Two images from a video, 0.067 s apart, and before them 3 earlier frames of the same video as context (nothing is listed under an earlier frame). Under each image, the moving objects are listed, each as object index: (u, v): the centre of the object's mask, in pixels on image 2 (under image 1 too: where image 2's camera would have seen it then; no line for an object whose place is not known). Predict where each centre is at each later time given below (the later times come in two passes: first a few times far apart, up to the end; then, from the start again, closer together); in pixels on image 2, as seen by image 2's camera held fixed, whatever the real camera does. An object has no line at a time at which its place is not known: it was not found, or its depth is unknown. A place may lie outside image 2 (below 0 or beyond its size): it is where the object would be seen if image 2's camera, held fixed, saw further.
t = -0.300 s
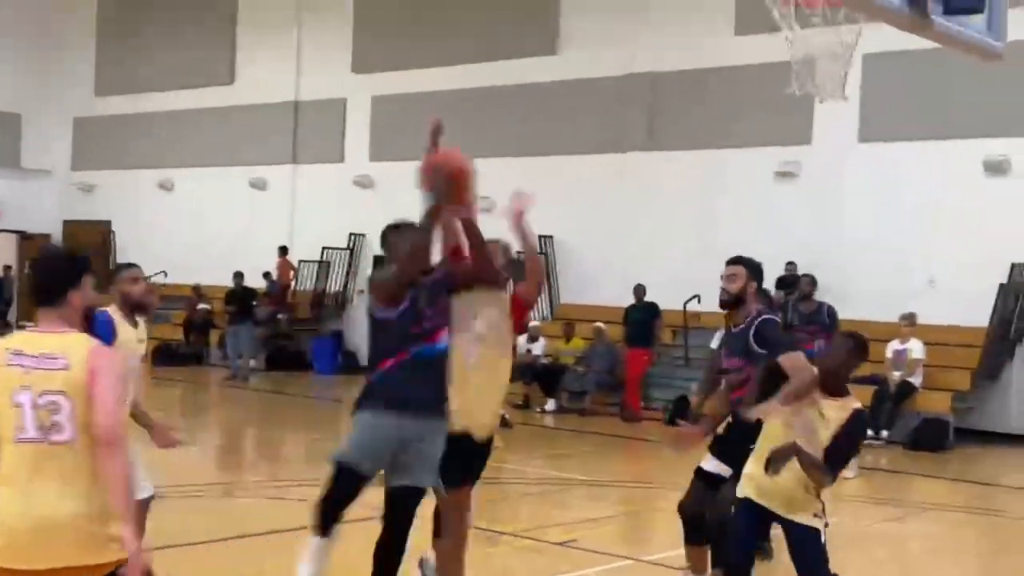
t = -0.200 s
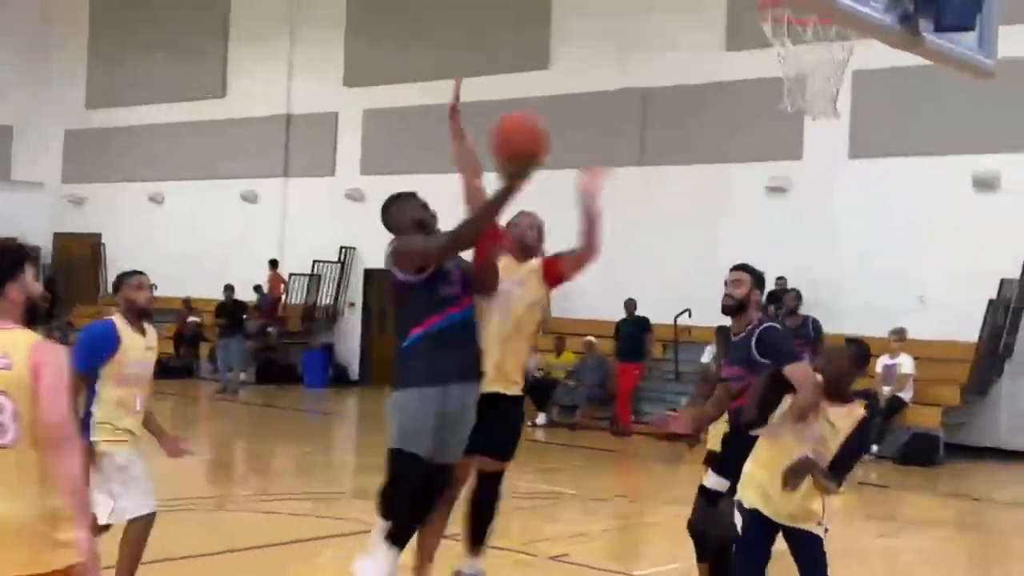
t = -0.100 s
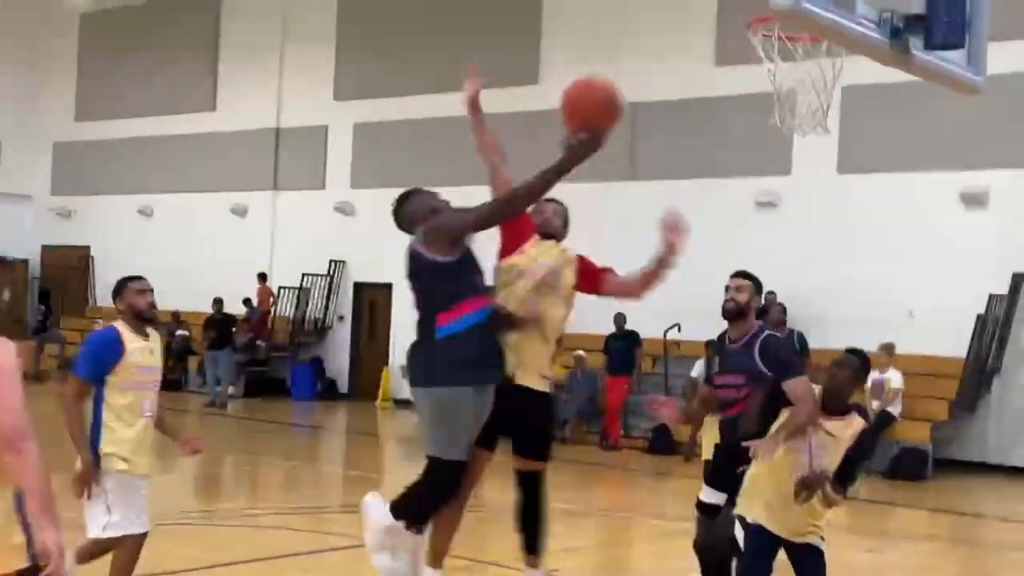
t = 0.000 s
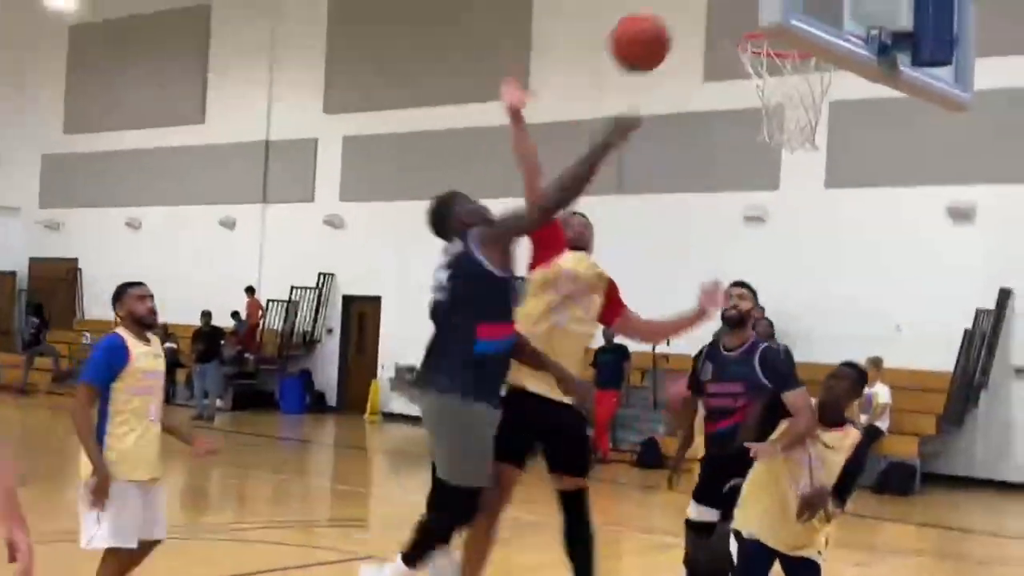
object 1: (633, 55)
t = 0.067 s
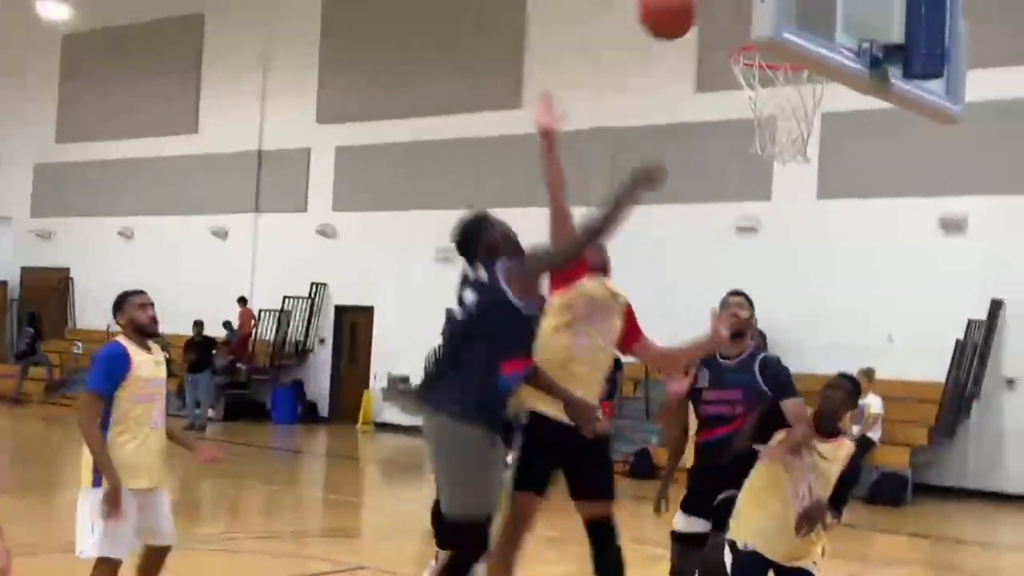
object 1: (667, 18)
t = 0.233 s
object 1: (739, -40)
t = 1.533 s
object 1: (795, 98)
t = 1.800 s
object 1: (758, 210)
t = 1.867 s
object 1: (747, 256)
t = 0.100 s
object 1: (686, 5)
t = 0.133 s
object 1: (702, -6)
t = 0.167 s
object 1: (718, -18)
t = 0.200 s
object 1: (731, -29)
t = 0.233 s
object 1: (739, -40)
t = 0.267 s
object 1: (747, -52)
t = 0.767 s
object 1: (739, 48)
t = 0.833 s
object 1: (744, 37)
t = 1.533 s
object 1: (795, 98)
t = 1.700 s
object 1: (773, 158)
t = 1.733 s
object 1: (767, 173)
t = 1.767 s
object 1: (763, 190)
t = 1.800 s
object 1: (758, 210)
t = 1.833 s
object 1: (752, 231)
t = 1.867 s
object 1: (747, 256)
